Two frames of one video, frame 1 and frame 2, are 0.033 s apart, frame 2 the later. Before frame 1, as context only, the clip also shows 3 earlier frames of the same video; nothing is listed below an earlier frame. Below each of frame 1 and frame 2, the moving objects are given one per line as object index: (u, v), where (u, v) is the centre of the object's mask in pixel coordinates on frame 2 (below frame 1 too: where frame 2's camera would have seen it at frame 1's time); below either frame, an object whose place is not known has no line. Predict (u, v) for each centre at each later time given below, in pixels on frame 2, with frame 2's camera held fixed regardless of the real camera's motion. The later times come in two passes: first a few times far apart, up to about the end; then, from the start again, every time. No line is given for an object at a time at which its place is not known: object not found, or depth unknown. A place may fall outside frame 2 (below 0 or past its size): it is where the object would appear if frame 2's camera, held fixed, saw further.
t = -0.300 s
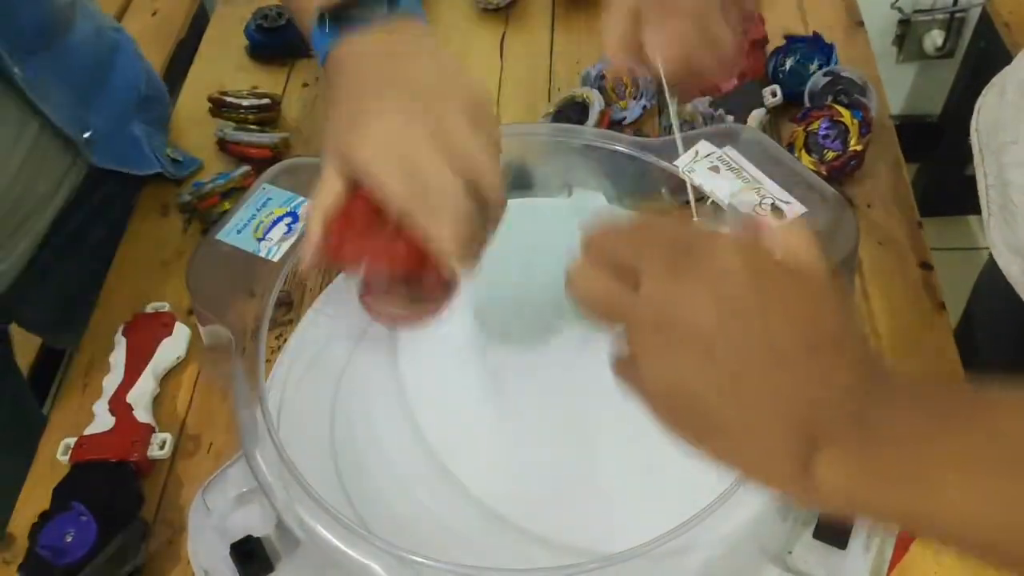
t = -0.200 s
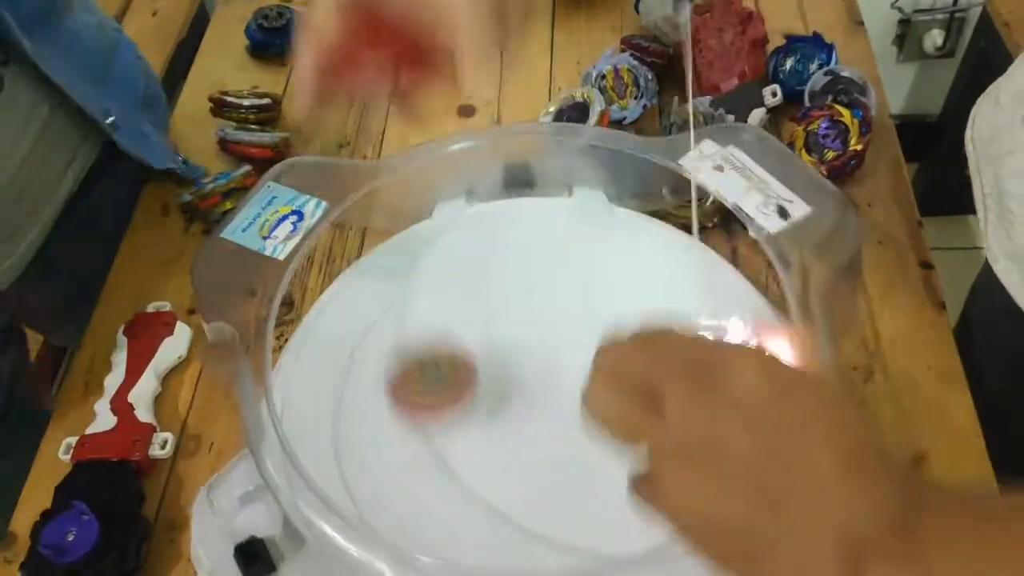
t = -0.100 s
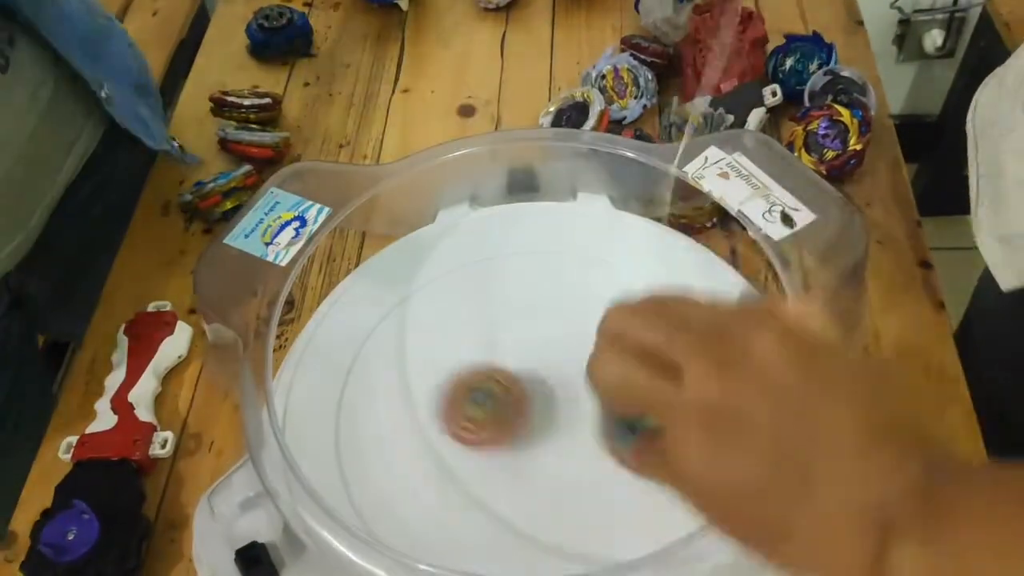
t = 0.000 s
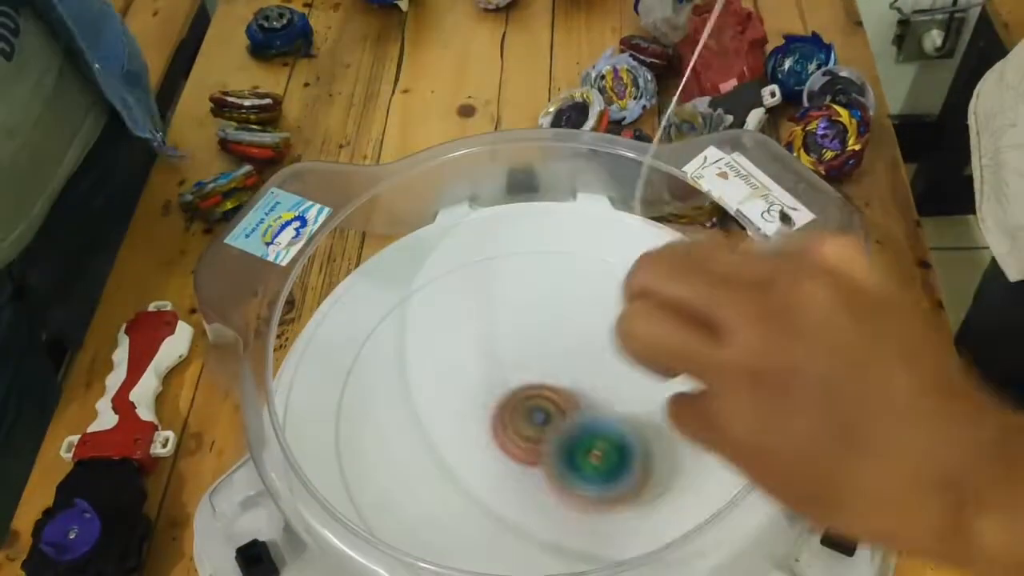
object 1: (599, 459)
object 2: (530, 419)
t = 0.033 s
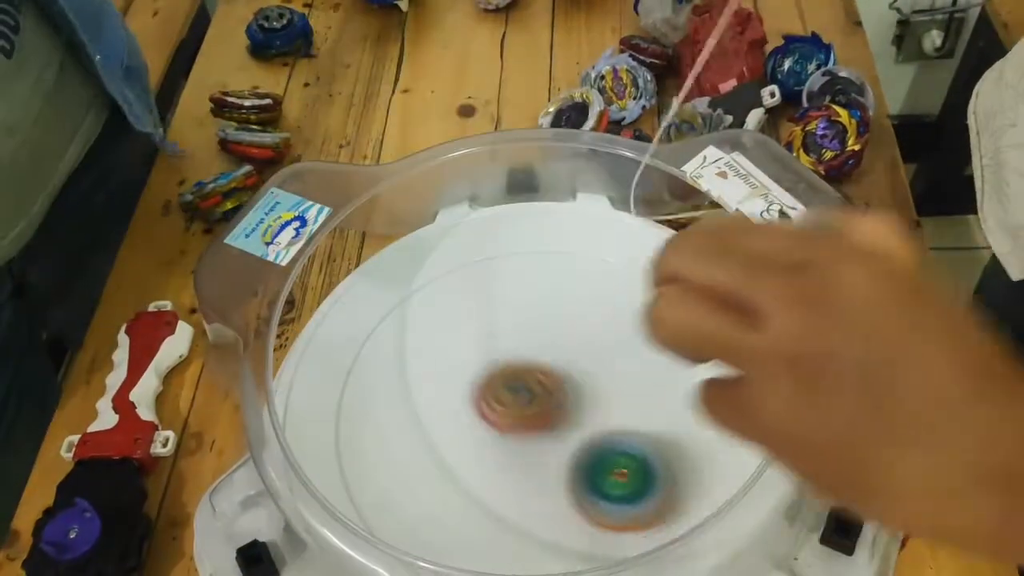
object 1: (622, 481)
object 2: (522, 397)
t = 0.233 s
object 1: (705, 382)
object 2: (448, 285)
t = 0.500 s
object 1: (523, 387)
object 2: (429, 292)
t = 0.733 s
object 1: (676, 515)
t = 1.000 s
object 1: (699, 322)
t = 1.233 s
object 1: (348, 320)
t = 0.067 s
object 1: (650, 484)
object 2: (500, 374)
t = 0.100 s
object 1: (677, 476)
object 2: (480, 350)
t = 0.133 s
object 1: (694, 464)
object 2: (465, 330)
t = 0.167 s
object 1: (710, 442)
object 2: (455, 312)
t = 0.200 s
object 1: (714, 413)
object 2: (449, 297)
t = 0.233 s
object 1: (705, 382)
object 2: (448, 285)
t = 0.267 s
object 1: (683, 350)
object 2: (452, 277)
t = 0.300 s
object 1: (650, 325)
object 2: (460, 273)
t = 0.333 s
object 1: (607, 308)
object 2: (472, 274)
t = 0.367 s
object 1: (567, 305)
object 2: (482, 275)
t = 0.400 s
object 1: (560, 319)
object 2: (457, 264)
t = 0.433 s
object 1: (548, 337)
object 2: (444, 267)
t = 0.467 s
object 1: (534, 360)
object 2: (434, 280)
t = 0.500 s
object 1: (523, 387)
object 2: (429, 292)
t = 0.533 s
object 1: (520, 416)
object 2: (428, 308)
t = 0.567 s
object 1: (525, 447)
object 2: (432, 326)
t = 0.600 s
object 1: (540, 474)
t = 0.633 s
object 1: (566, 500)
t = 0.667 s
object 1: (596, 514)
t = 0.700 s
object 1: (637, 524)
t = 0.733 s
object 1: (676, 515)
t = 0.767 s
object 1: (704, 494)
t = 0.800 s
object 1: (728, 480)
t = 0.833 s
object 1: (744, 457)
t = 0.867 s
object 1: (753, 431)
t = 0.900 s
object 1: (749, 399)
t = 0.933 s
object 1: (743, 372)
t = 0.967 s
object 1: (725, 346)
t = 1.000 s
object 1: (699, 322)
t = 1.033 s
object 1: (661, 300)
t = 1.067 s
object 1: (611, 284)
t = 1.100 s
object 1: (564, 276)
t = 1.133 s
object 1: (505, 276)
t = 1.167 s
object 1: (448, 285)
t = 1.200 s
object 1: (394, 299)
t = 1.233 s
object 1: (348, 320)
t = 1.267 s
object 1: (309, 347)
